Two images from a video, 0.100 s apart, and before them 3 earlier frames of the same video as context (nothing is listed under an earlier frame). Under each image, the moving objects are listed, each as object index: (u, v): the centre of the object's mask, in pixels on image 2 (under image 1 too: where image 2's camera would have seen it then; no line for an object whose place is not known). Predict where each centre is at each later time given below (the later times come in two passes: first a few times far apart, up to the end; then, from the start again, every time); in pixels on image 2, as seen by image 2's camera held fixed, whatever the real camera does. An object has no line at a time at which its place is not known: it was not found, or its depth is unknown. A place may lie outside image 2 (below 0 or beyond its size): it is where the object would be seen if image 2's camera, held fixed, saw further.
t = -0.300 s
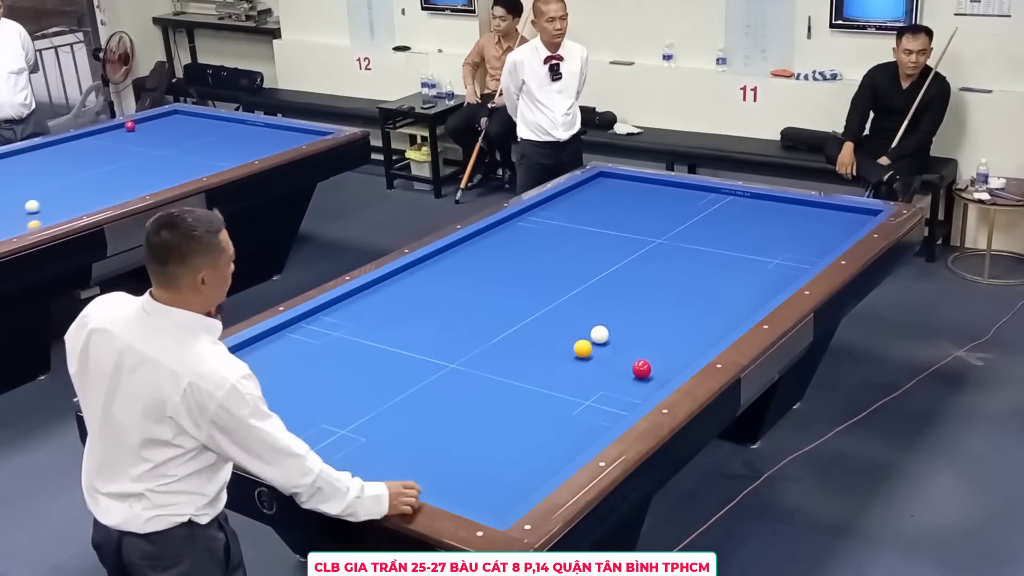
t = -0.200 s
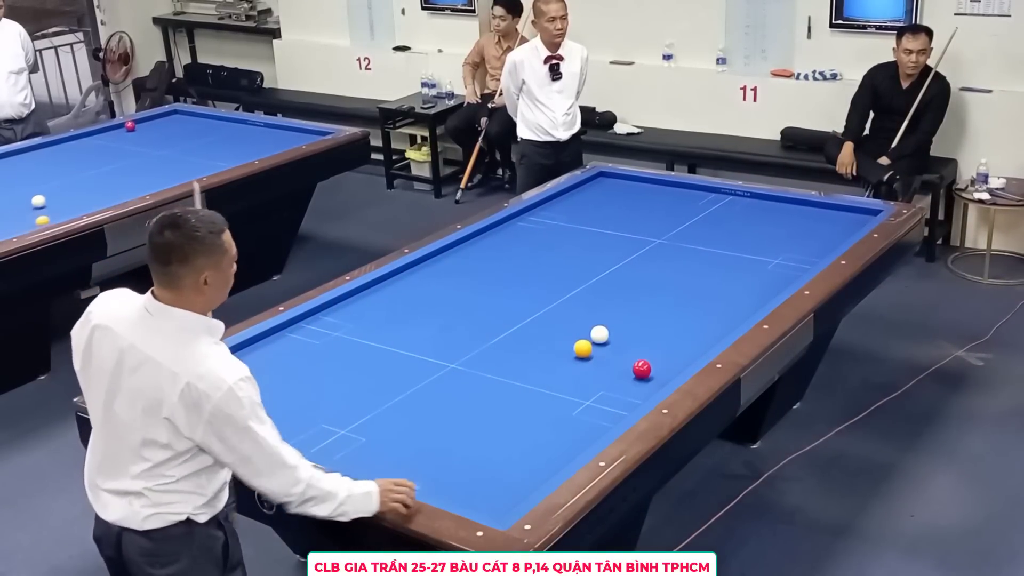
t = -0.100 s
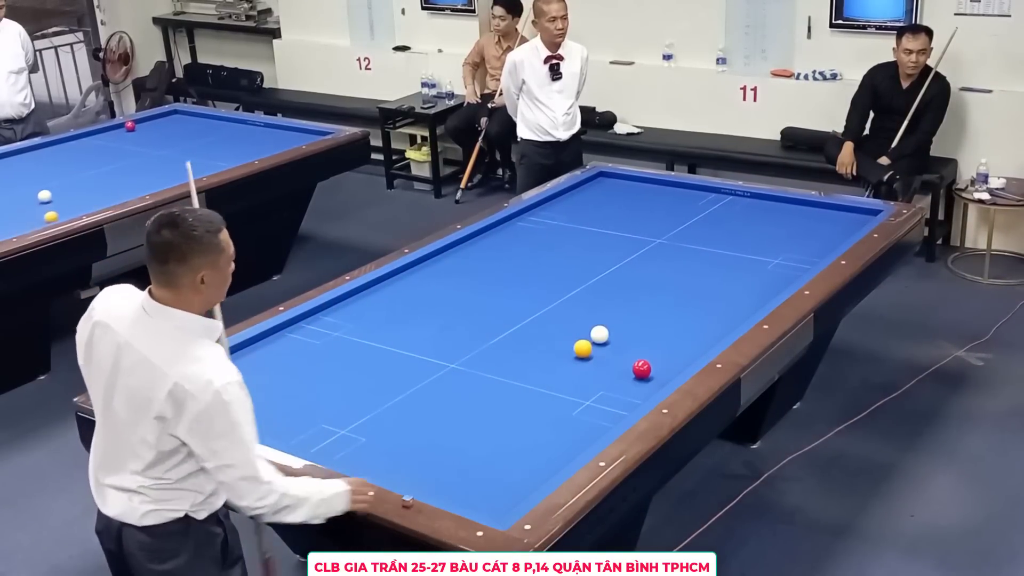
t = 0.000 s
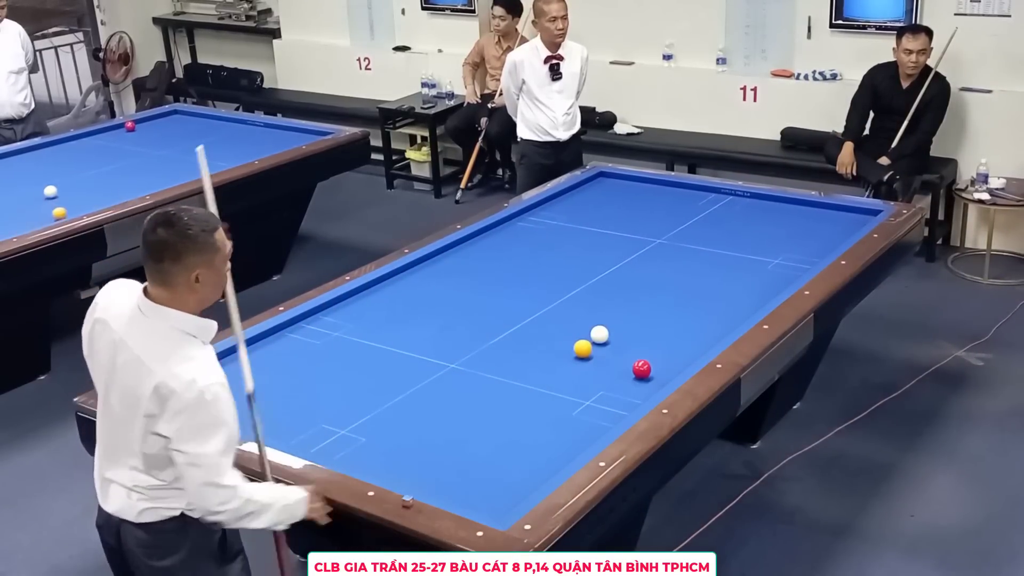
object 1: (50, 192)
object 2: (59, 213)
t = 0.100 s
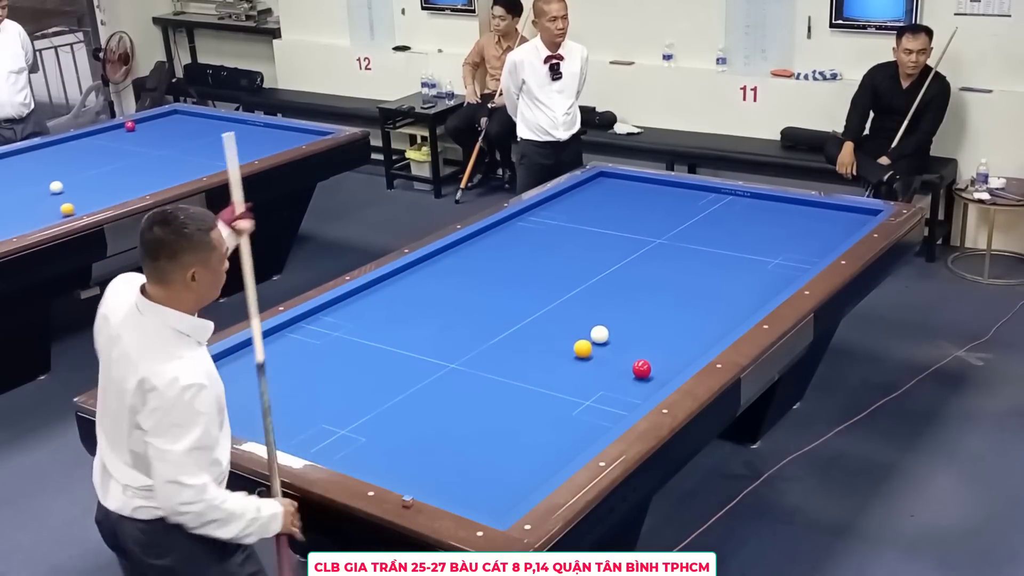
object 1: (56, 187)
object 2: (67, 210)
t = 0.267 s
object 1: (65, 180)
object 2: (80, 203)
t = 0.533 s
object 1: (79, 169)
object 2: (99, 193)
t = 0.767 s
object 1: (90, 160)
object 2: (114, 185)
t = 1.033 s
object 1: (101, 151)
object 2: (130, 176)
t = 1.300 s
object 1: (112, 142)
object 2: (146, 168)
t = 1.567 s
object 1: (122, 134)
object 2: (160, 161)
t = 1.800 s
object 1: (130, 128)
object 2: (172, 154)
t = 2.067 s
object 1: (136, 126)
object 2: (184, 147)
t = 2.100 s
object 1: (137, 126)
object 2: (186, 147)
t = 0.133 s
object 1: (58, 186)
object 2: (70, 209)
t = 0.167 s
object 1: (60, 184)
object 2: (73, 207)
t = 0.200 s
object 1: (61, 183)
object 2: (75, 206)
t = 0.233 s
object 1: (63, 181)
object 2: (78, 205)
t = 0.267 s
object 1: (65, 180)
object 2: (80, 203)
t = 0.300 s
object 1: (67, 178)
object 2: (82, 202)
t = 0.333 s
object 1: (68, 177)
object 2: (85, 201)
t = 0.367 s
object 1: (70, 176)
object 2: (87, 199)
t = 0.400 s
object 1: (72, 174)
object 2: (90, 198)
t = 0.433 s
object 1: (74, 173)
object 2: (92, 197)
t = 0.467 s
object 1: (75, 171)
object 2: (94, 195)
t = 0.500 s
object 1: (77, 170)
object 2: (97, 194)
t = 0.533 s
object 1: (79, 169)
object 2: (99, 193)
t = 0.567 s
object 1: (80, 167)
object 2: (101, 192)
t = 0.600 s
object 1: (82, 166)
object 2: (103, 191)
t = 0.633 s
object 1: (83, 165)
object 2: (106, 189)
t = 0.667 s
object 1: (85, 163)
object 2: (108, 188)
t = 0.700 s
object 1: (87, 162)
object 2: (110, 187)
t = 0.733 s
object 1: (88, 161)
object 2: (112, 186)
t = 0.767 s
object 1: (90, 160)
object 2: (114, 185)
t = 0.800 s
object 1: (91, 159)
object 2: (116, 184)
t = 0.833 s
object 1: (93, 157)
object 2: (118, 183)
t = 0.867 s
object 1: (94, 156)
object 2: (121, 182)
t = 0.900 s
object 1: (96, 155)
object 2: (123, 181)
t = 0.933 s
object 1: (97, 154)
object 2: (125, 179)
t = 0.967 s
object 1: (98, 153)
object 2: (126, 178)
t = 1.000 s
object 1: (100, 152)
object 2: (128, 177)
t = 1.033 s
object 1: (101, 151)
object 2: (130, 176)
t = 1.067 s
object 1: (103, 149)
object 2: (132, 175)
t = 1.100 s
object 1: (104, 148)
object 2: (134, 174)
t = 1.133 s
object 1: (105, 147)
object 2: (136, 173)
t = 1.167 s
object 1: (107, 146)
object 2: (138, 172)
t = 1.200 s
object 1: (108, 145)
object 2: (140, 171)
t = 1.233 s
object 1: (109, 144)
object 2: (142, 170)
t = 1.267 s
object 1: (111, 143)
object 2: (144, 169)
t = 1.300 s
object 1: (112, 142)
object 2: (146, 168)
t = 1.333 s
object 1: (113, 141)
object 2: (148, 167)
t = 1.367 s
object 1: (115, 140)
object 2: (150, 166)
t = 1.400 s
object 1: (116, 139)
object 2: (151, 165)
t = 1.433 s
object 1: (117, 138)
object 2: (153, 164)
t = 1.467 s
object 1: (118, 137)
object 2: (155, 163)
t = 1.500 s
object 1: (120, 136)
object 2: (157, 162)
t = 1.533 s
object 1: (121, 135)
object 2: (158, 161)
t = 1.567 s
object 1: (122, 134)
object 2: (160, 161)
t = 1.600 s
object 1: (123, 133)
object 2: (162, 160)
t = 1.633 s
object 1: (124, 132)
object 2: (163, 159)
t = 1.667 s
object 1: (126, 131)
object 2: (165, 158)
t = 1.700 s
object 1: (127, 130)
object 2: (167, 157)
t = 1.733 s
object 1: (128, 129)
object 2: (168, 156)
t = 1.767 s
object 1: (129, 129)
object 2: (170, 155)
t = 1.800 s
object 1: (130, 128)
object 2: (172, 154)
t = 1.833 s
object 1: (130, 128)
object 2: (173, 153)
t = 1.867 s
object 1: (131, 128)
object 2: (175, 152)
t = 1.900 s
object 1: (132, 128)
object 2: (176, 152)
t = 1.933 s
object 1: (133, 127)
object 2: (178, 151)
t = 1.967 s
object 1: (134, 127)
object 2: (180, 150)
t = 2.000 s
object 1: (134, 127)
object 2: (181, 149)
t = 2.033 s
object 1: (135, 126)
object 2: (183, 148)
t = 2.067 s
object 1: (136, 126)
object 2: (184, 147)
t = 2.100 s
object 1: (137, 126)
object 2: (186, 147)
